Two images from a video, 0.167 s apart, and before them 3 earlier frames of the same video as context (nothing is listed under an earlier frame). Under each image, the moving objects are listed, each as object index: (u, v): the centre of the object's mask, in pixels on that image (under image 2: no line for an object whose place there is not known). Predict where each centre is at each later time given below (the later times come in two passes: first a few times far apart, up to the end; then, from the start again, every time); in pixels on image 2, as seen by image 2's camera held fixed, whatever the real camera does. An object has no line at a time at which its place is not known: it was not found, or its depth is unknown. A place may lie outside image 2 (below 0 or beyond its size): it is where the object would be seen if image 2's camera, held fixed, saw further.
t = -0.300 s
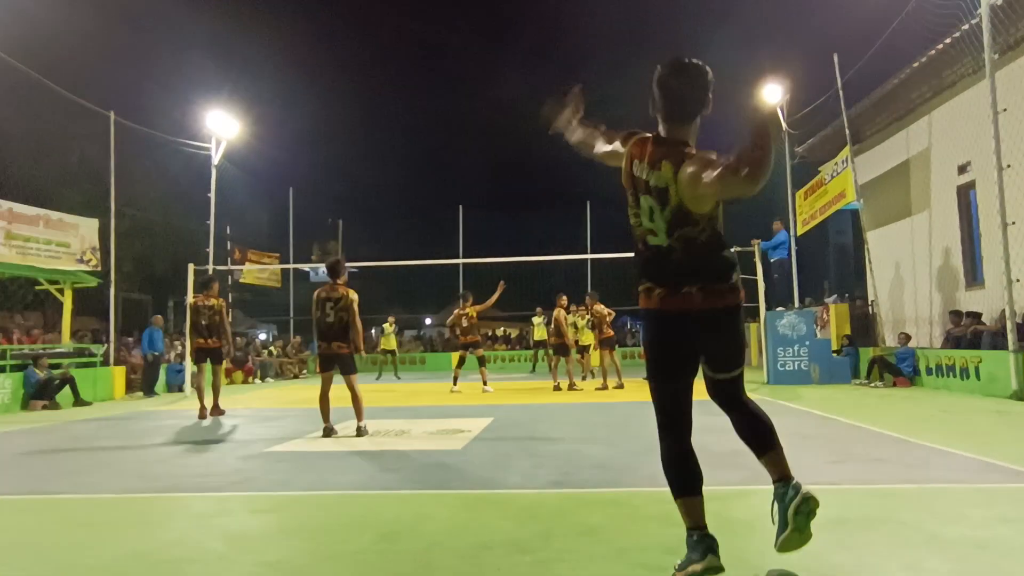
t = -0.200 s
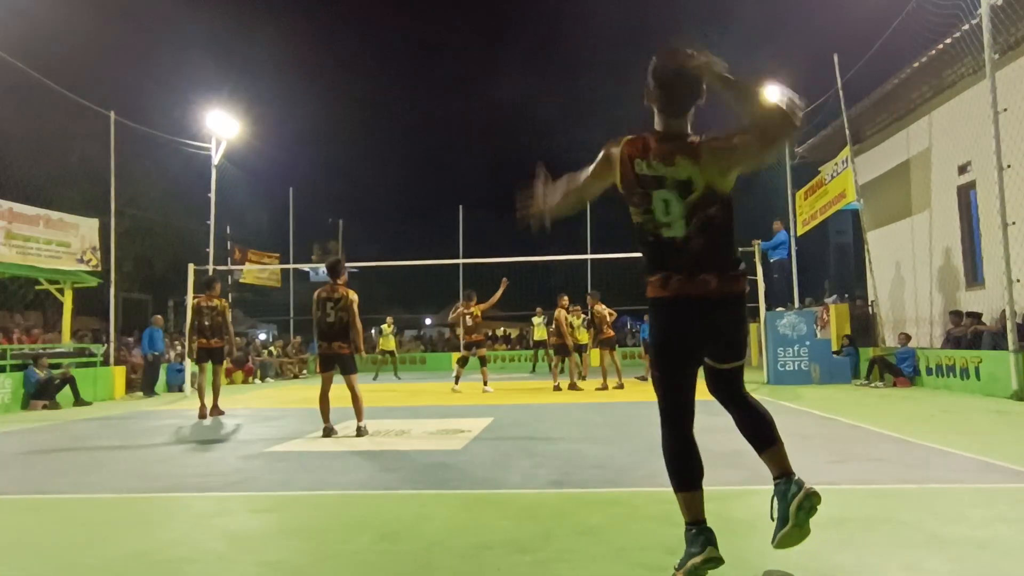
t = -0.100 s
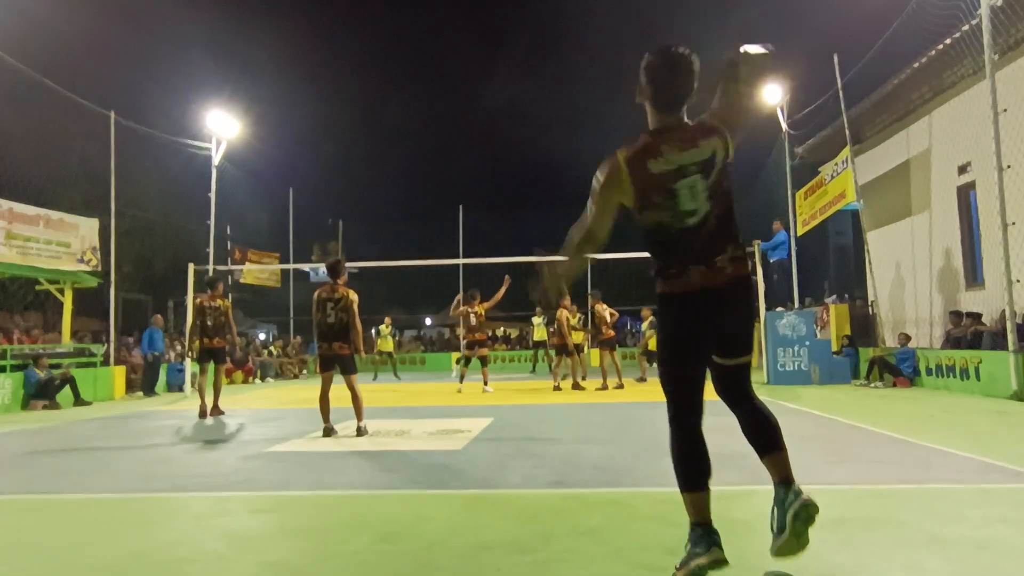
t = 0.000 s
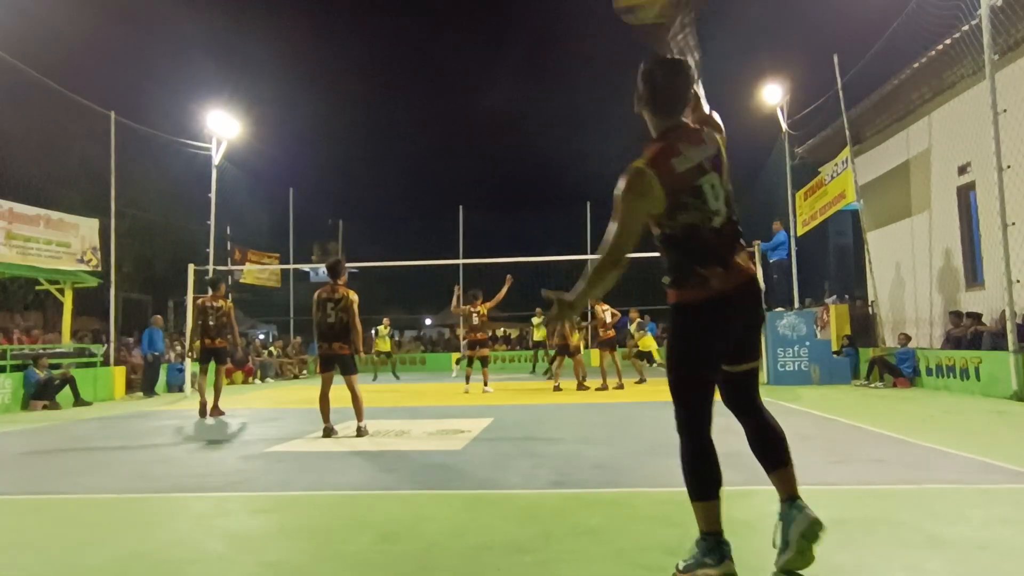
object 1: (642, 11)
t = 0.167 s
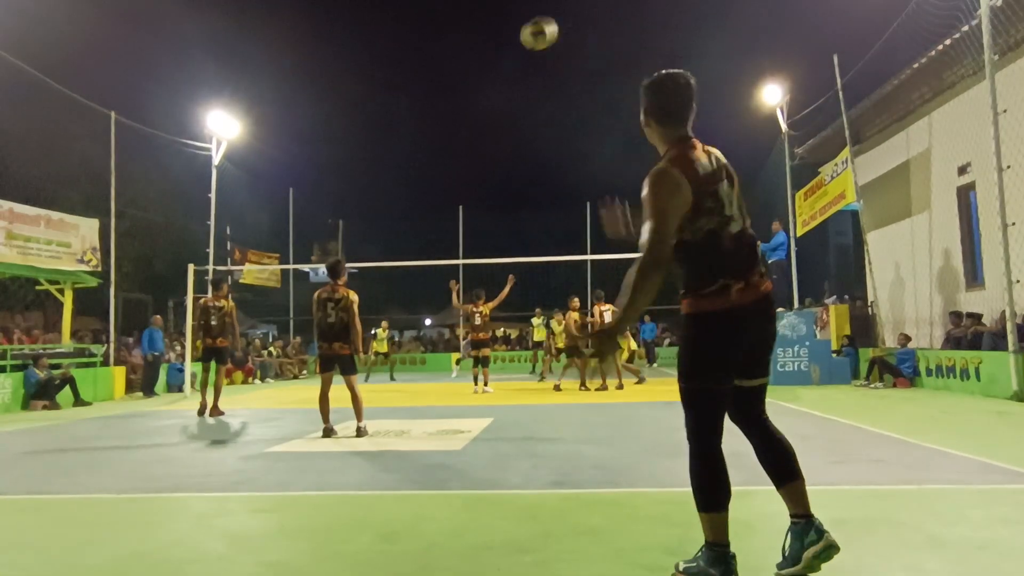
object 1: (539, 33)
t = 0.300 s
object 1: (501, 61)
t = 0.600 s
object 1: (455, 125)
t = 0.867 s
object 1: (431, 186)
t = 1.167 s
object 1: (415, 255)
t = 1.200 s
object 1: (414, 263)
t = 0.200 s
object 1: (528, 40)
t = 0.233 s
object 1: (518, 47)
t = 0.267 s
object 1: (509, 54)
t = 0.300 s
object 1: (501, 61)
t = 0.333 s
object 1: (494, 68)
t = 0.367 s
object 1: (488, 75)
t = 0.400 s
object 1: (482, 83)
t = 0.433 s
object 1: (476, 89)
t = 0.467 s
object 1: (471, 97)
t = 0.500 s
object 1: (467, 104)
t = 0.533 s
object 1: (462, 111)
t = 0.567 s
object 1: (458, 118)
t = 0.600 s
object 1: (455, 125)
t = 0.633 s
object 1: (451, 133)
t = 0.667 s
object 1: (447, 141)
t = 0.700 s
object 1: (444, 148)
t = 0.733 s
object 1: (441, 156)
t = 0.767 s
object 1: (438, 164)
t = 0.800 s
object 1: (436, 171)
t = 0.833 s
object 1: (434, 179)
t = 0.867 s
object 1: (431, 186)
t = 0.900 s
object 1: (429, 193)
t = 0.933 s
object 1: (427, 201)
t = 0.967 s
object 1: (425, 208)
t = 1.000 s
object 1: (424, 216)
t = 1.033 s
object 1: (422, 224)
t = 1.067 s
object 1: (420, 231)
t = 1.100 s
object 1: (419, 239)
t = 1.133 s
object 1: (417, 247)
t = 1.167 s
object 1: (415, 255)
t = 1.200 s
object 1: (414, 263)
